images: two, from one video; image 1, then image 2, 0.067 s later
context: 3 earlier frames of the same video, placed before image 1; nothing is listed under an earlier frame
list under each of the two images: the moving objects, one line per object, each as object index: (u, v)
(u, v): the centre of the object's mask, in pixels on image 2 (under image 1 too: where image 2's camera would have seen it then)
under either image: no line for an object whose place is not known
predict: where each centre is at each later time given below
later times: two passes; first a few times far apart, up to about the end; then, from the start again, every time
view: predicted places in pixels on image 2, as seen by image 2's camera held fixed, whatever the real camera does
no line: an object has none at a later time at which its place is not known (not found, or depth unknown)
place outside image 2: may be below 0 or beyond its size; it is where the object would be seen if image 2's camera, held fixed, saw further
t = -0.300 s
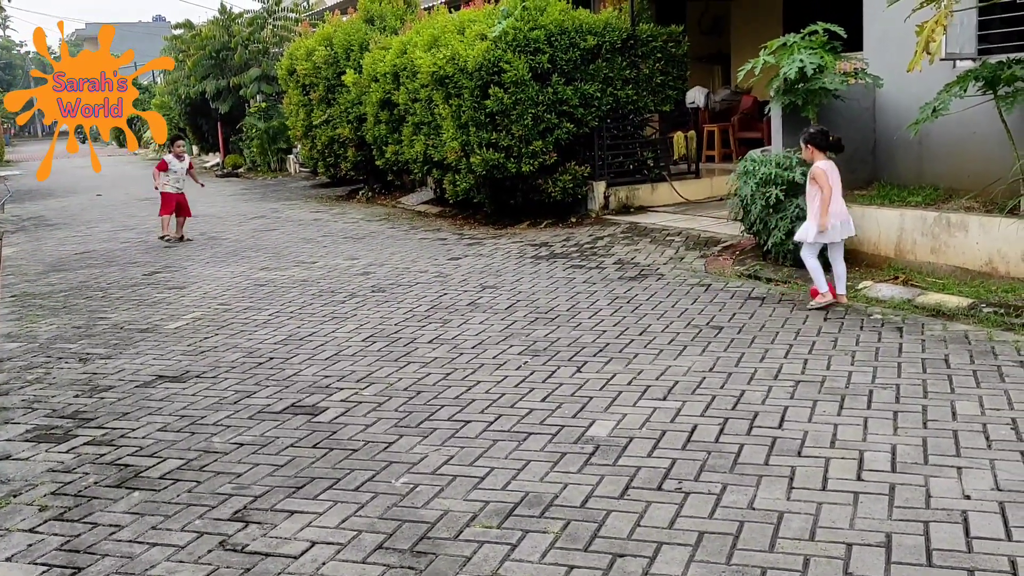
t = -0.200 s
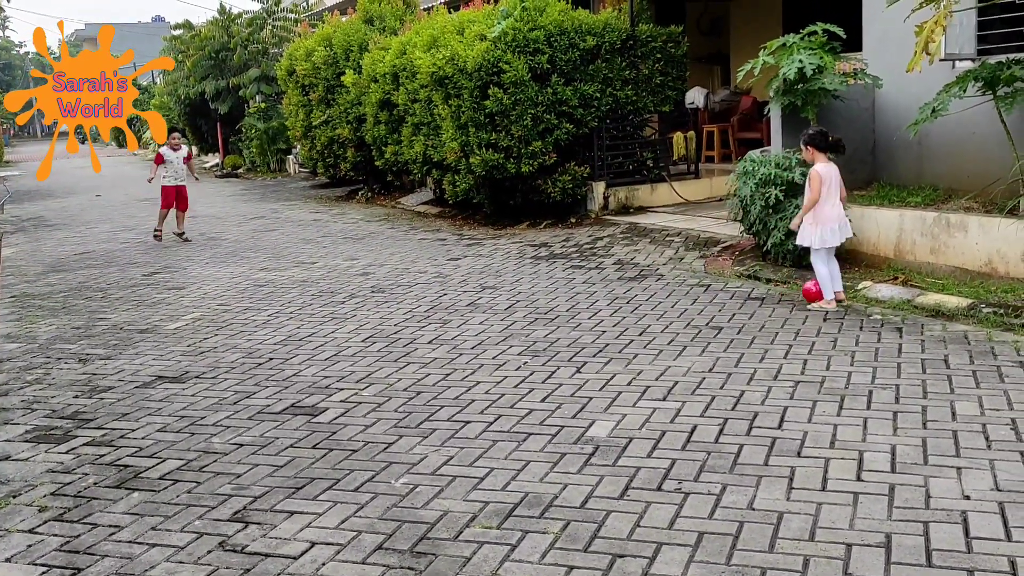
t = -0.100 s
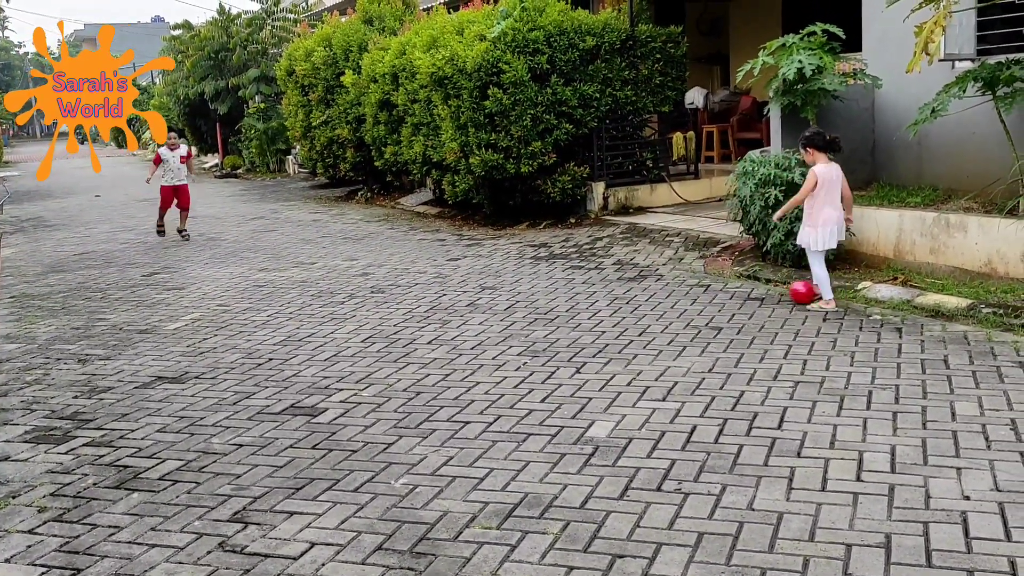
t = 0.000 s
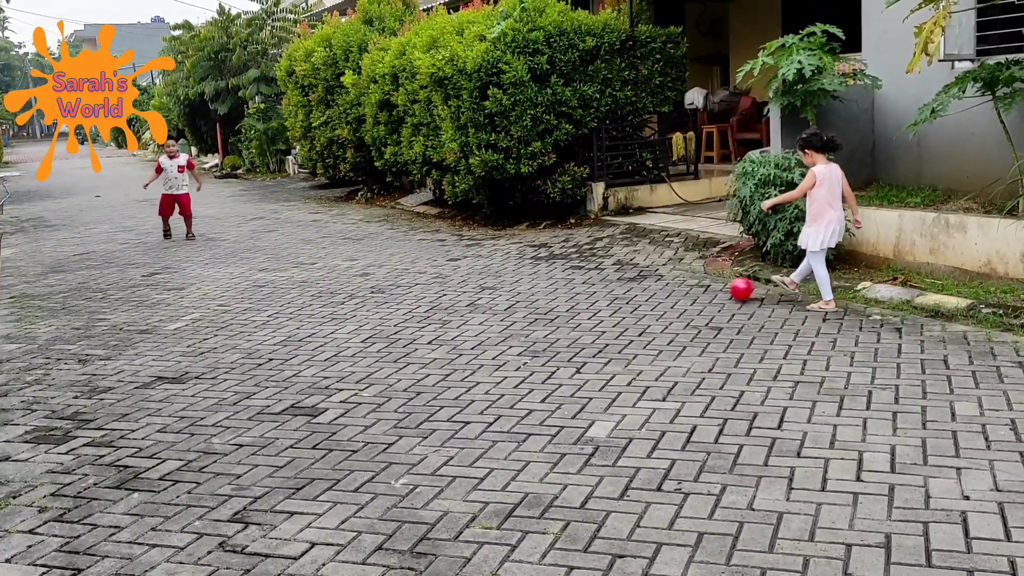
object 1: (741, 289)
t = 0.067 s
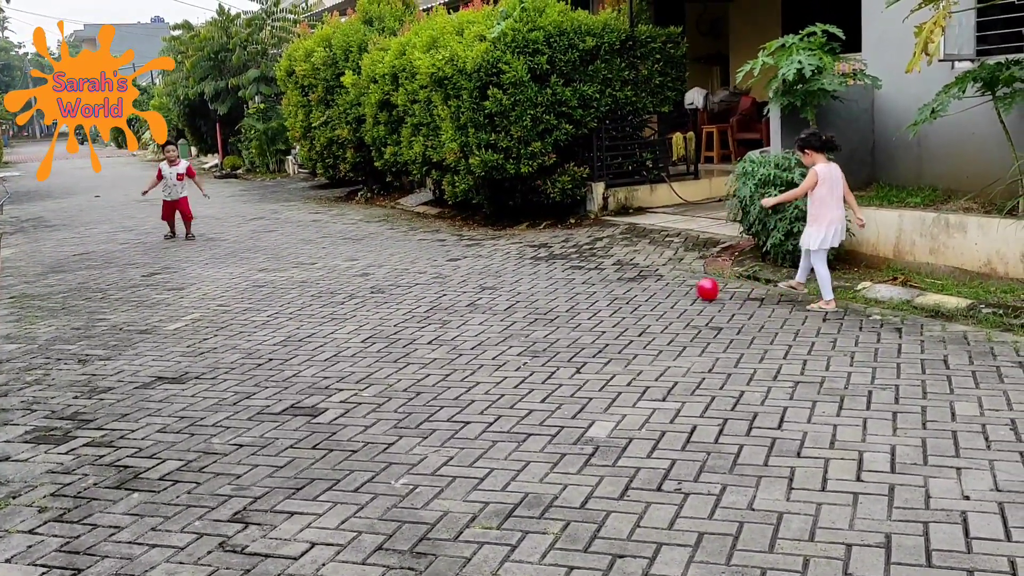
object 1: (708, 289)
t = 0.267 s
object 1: (635, 284)
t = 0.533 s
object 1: (559, 278)
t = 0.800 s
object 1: (501, 271)
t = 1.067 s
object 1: (460, 269)
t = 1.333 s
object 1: (427, 271)
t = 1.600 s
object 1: (398, 267)
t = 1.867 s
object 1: (375, 264)
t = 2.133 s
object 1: (358, 260)
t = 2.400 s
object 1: (345, 257)
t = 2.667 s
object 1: (333, 256)
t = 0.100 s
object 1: (695, 287)
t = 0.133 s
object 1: (683, 286)
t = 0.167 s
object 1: (669, 287)
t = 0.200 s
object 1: (656, 289)
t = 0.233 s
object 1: (645, 286)
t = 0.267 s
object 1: (635, 284)
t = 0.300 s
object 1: (625, 283)
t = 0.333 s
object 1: (616, 282)
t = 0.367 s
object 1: (604, 283)
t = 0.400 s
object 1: (594, 286)
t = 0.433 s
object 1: (584, 284)
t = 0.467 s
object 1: (576, 281)
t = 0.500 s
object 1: (568, 279)
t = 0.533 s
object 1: (559, 278)
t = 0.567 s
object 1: (550, 279)
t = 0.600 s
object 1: (541, 281)
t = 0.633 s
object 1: (533, 281)
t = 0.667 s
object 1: (526, 277)
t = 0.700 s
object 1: (520, 274)
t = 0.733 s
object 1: (514, 272)
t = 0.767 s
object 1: (508, 271)
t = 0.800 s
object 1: (501, 271)
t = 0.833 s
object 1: (494, 273)
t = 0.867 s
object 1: (488, 277)
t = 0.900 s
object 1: (482, 276)
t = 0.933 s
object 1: (477, 273)
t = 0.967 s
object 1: (473, 271)
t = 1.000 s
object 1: (468, 269)
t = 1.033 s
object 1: (464, 268)
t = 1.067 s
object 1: (460, 269)
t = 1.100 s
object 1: (455, 271)
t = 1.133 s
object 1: (450, 274)
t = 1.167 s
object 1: (446, 272)
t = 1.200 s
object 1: (441, 270)
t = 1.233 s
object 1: (437, 268)
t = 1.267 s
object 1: (434, 269)
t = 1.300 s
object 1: (431, 270)
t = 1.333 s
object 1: (427, 271)
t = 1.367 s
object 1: (423, 270)
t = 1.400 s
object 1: (419, 269)
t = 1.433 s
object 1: (415, 269)
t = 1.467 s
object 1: (411, 268)
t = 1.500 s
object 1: (407, 267)
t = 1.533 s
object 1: (404, 268)
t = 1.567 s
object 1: (401, 267)
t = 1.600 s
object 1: (398, 267)
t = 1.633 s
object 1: (395, 266)
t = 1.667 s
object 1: (393, 266)
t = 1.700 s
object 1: (390, 266)
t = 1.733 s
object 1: (387, 266)
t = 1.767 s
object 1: (384, 265)
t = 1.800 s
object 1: (381, 264)
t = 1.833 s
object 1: (378, 264)
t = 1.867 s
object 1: (375, 264)
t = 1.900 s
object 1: (373, 263)
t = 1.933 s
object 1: (371, 263)
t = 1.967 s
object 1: (369, 262)
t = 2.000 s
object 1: (367, 262)
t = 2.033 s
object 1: (364, 261)
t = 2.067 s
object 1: (362, 261)
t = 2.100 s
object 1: (360, 260)
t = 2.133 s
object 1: (358, 260)
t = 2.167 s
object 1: (356, 259)
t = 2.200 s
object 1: (354, 259)
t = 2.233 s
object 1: (352, 259)
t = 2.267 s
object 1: (350, 258)
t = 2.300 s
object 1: (349, 258)
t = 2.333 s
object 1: (348, 258)
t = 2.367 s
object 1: (346, 257)
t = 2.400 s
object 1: (345, 257)
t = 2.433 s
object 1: (343, 257)
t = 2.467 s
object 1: (342, 256)
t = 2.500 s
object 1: (340, 257)
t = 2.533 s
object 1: (339, 256)
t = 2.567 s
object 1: (337, 257)
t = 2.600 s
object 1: (336, 256)
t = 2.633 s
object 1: (334, 256)
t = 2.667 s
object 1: (333, 256)
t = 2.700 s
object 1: (332, 255)
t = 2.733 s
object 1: (331, 255)
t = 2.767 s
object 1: (330, 255)
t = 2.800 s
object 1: (329, 255)
